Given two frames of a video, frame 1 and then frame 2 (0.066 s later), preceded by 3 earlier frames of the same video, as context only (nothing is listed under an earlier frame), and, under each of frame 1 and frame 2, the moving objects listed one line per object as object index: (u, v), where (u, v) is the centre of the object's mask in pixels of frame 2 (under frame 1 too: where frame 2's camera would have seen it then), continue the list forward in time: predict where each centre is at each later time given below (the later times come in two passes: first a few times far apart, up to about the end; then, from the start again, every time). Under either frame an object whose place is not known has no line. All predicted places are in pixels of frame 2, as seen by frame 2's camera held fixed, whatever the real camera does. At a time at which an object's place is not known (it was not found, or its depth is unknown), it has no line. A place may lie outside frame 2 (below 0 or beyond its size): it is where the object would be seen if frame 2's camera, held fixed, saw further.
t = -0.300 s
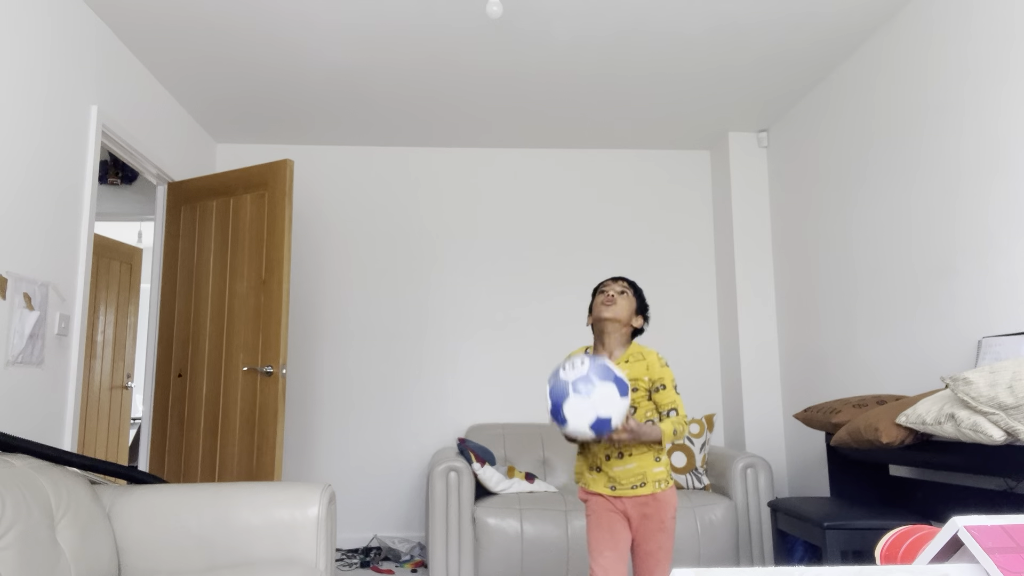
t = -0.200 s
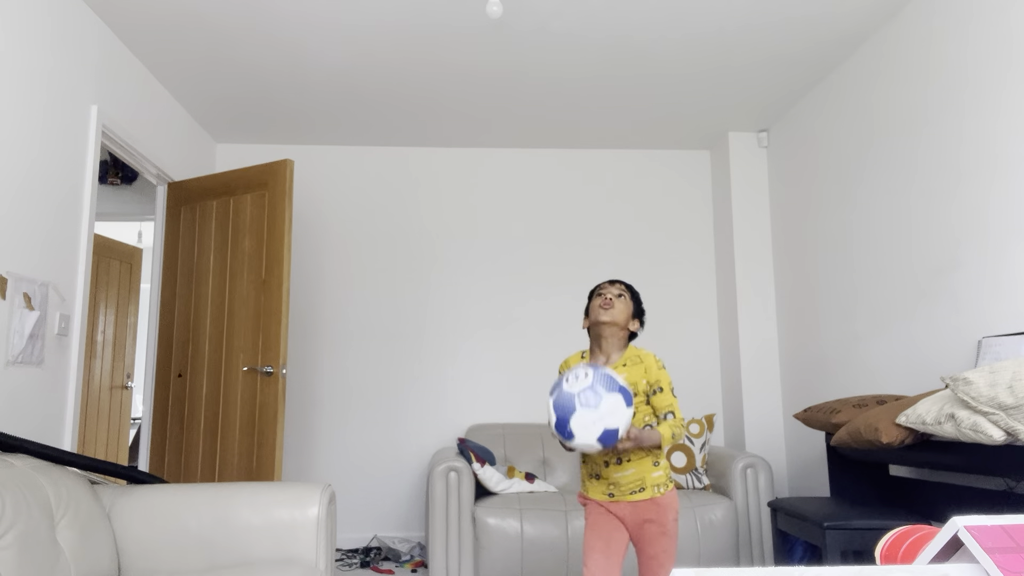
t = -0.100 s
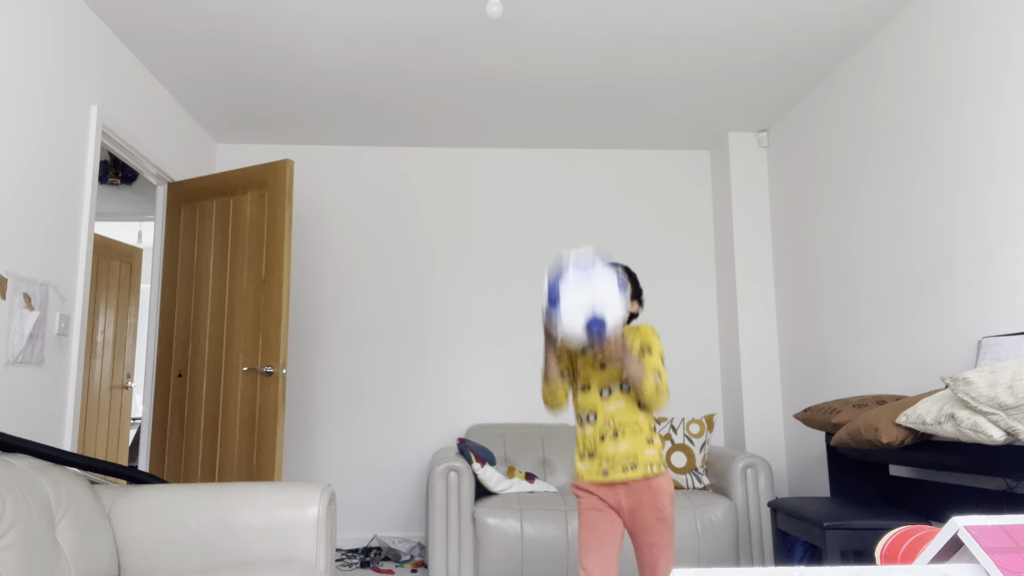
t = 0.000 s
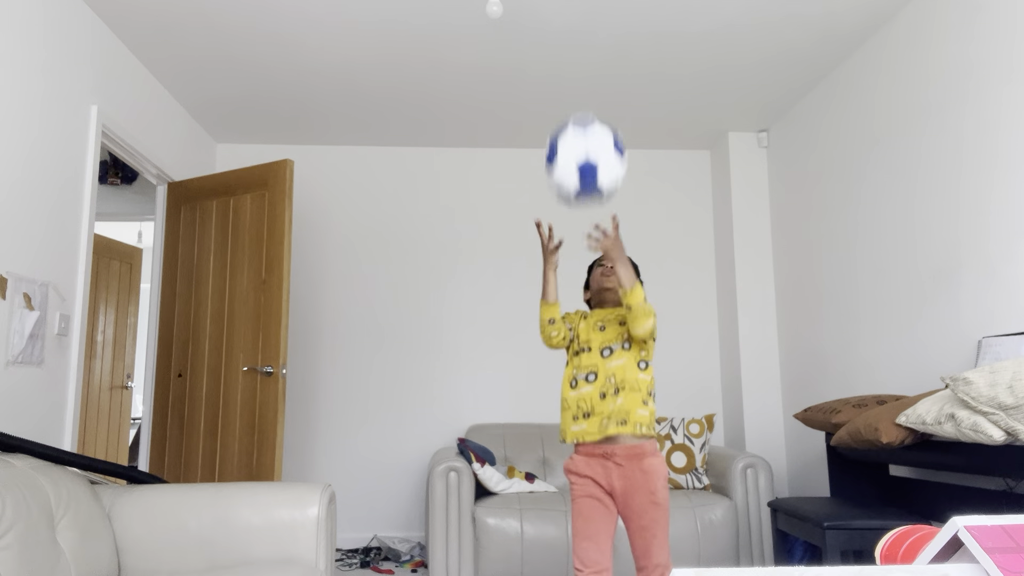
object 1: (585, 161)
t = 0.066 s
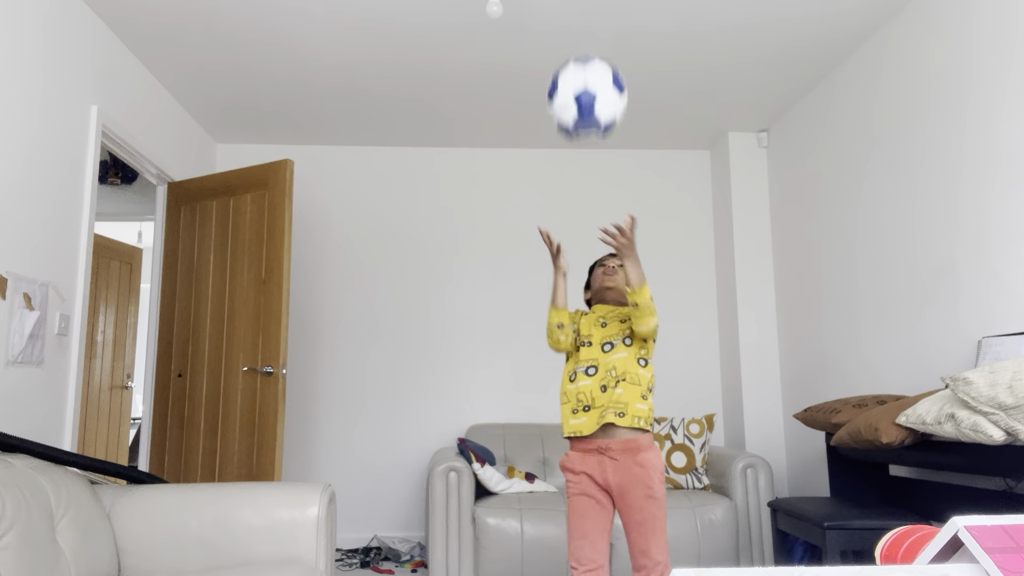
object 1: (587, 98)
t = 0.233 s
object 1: (592, 28)
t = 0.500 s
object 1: (603, 91)
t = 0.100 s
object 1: (588, 74)
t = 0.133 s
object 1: (589, 55)
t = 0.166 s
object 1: (590, 40)
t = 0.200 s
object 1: (591, 32)
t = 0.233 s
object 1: (592, 28)
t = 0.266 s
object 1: (593, 26)
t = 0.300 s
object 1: (594, 26)
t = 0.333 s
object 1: (595, 28)
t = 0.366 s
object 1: (596, 32)
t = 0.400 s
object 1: (598, 41)
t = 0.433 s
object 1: (599, 55)
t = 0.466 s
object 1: (601, 71)
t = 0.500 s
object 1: (603, 91)
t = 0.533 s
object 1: (605, 115)
